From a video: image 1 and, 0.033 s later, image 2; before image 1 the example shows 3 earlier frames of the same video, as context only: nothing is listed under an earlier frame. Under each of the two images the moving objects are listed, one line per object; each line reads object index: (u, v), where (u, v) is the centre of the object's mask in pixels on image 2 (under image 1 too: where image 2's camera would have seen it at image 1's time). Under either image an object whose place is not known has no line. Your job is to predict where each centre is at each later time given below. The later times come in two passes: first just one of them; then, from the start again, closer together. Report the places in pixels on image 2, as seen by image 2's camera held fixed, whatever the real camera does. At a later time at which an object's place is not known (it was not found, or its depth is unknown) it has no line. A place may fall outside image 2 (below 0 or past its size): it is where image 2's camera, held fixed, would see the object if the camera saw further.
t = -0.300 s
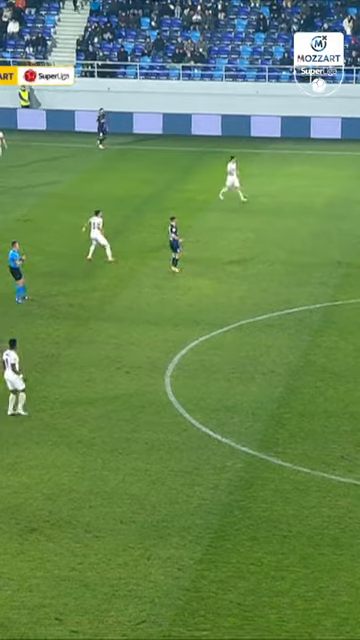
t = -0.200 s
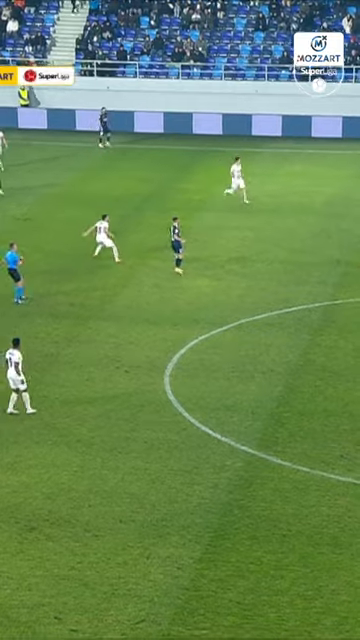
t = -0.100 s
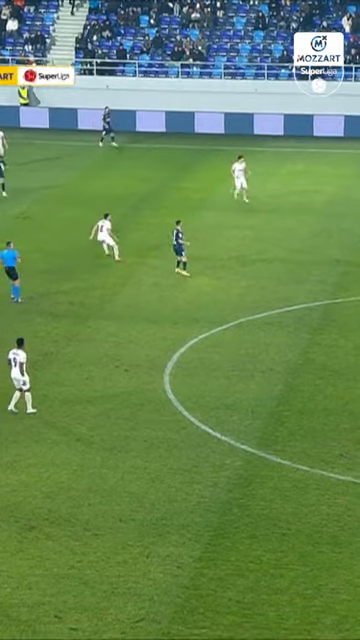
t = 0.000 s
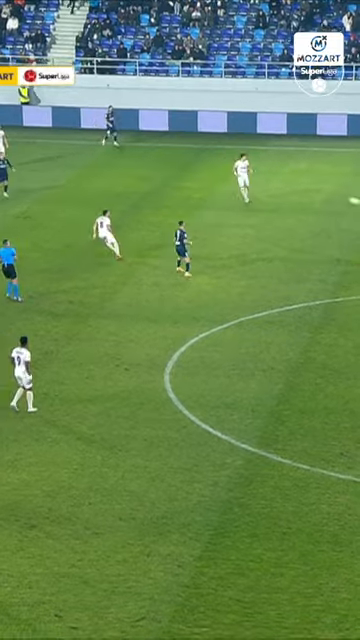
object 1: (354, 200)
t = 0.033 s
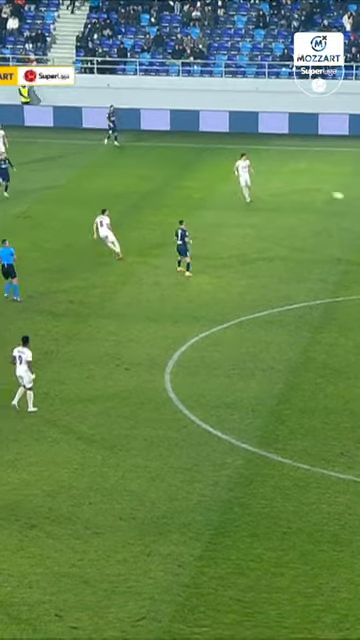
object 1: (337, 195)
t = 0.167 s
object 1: (289, 182)
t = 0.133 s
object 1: (297, 185)
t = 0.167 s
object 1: (289, 182)
